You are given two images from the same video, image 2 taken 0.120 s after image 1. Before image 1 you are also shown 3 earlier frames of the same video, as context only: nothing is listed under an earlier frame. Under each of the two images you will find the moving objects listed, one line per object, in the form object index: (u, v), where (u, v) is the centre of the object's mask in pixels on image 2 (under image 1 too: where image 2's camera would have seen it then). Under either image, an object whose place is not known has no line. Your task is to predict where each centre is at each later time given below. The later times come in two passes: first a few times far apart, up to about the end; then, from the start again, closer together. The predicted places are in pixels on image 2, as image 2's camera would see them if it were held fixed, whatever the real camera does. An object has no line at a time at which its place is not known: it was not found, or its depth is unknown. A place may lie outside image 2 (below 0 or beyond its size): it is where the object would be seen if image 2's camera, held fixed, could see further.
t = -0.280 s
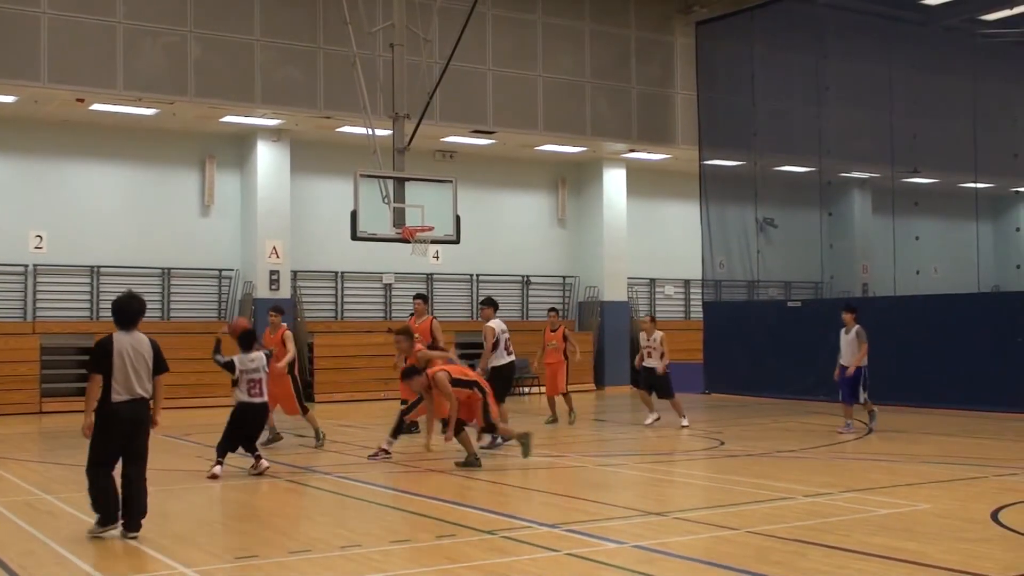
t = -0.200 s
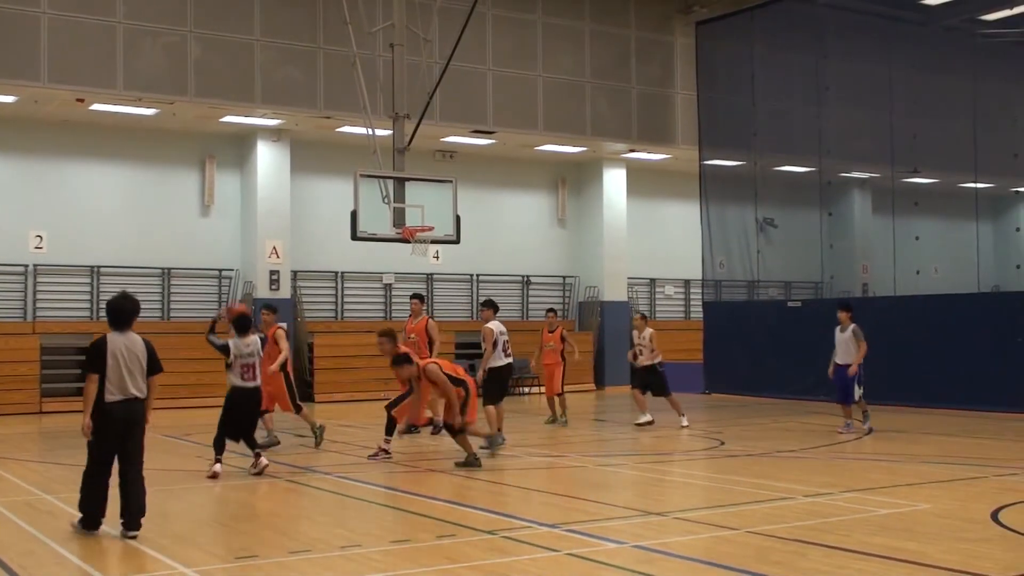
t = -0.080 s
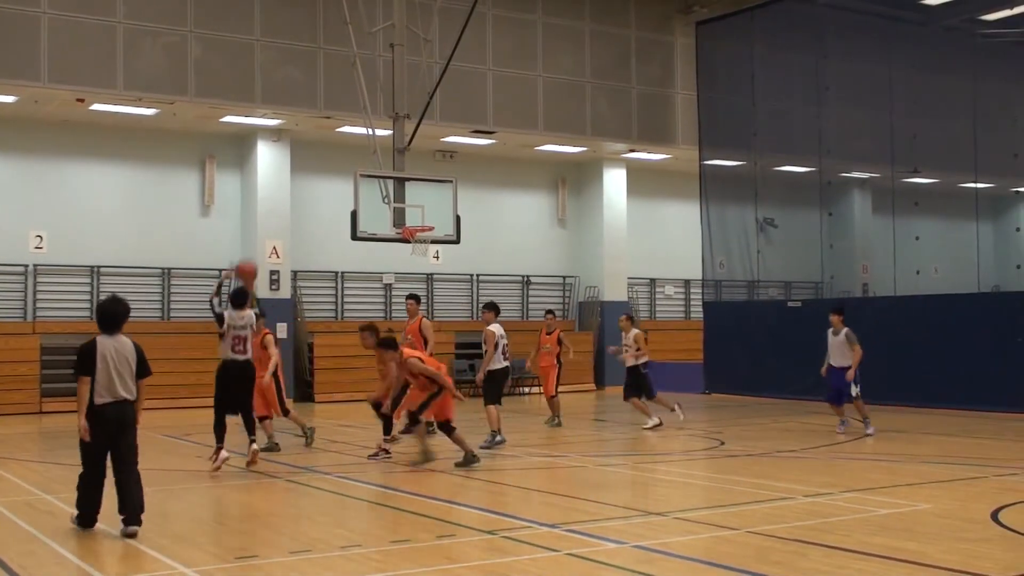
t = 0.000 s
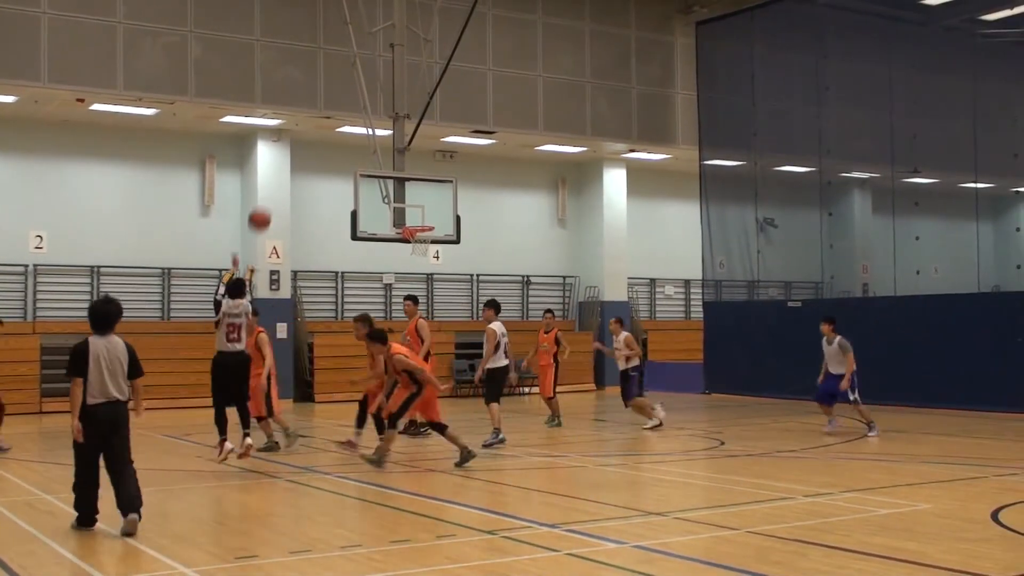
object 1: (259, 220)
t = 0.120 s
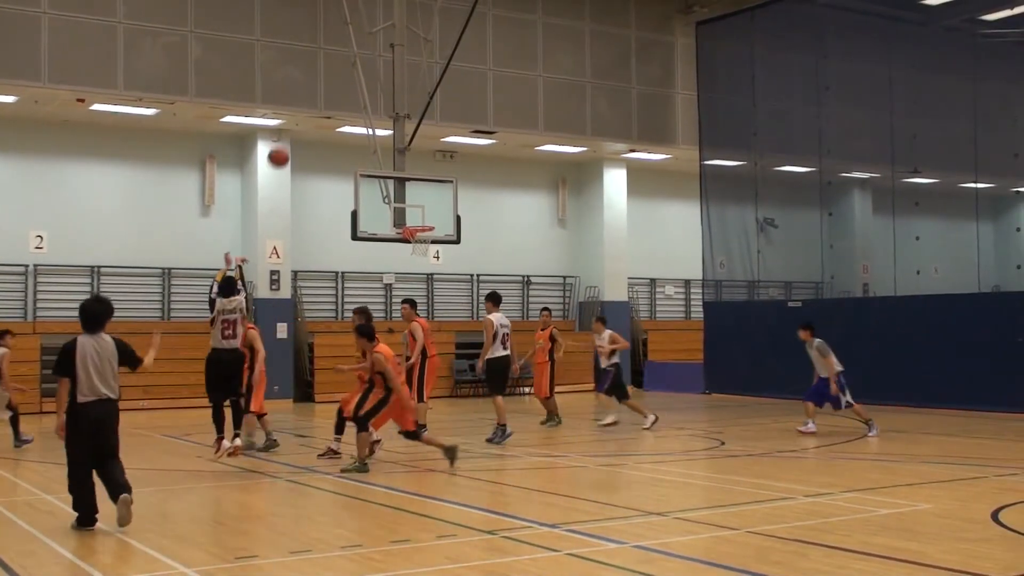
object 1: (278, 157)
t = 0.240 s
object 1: (295, 113)
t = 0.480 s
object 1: (324, 69)
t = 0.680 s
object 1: (345, 69)
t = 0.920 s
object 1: (368, 105)
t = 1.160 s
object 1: (387, 174)
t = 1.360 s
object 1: (393, 242)
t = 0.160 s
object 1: (284, 141)
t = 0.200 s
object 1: (289, 126)
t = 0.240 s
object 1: (295, 113)
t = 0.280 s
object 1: (300, 101)
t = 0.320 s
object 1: (304, 92)
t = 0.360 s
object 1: (310, 84)
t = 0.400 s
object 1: (315, 78)
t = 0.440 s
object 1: (320, 72)
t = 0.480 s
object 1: (324, 69)
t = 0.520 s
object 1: (328, 67)
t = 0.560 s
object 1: (333, 65)
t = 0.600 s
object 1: (337, 66)
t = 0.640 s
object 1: (342, 66)
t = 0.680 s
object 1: (345, 69)
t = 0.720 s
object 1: (349, 73)
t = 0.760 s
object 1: (353, 77)
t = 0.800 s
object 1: (357, 83)
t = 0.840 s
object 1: (361, 90)
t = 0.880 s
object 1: (365, 97)
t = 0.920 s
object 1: (368, 105)
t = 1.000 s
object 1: (374, 124)
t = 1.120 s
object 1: (384, 160)
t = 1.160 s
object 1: (387, 174)
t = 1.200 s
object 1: (390, 186)
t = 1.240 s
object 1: (393, 202)
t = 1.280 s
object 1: (395, 216)
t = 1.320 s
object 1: (398, 231)
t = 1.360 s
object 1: (393, 242)
